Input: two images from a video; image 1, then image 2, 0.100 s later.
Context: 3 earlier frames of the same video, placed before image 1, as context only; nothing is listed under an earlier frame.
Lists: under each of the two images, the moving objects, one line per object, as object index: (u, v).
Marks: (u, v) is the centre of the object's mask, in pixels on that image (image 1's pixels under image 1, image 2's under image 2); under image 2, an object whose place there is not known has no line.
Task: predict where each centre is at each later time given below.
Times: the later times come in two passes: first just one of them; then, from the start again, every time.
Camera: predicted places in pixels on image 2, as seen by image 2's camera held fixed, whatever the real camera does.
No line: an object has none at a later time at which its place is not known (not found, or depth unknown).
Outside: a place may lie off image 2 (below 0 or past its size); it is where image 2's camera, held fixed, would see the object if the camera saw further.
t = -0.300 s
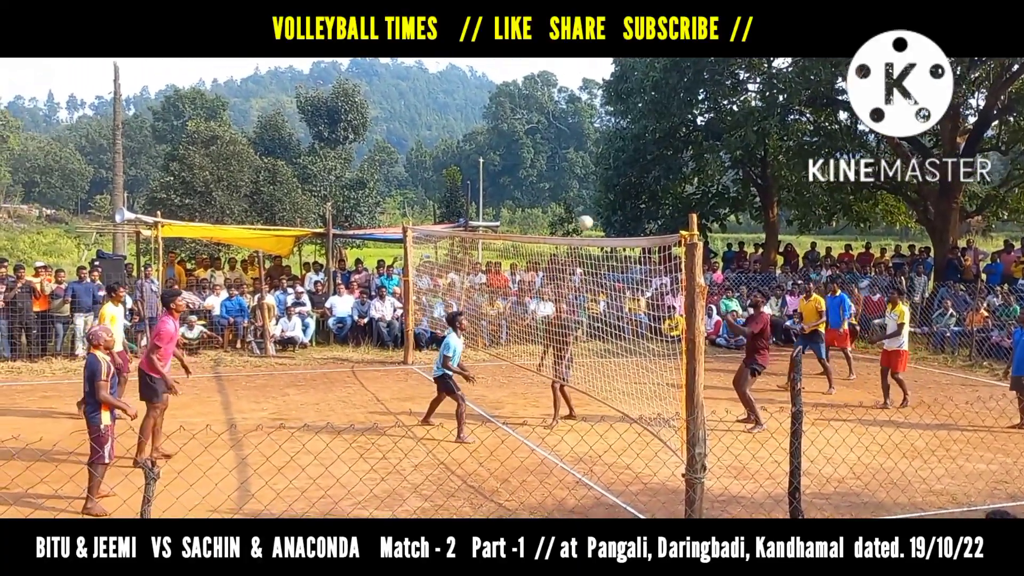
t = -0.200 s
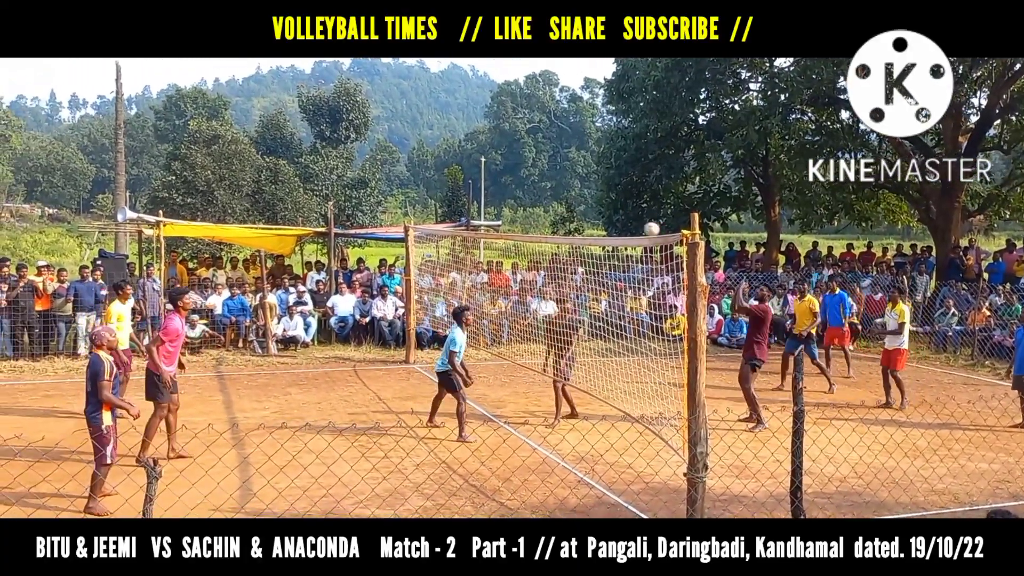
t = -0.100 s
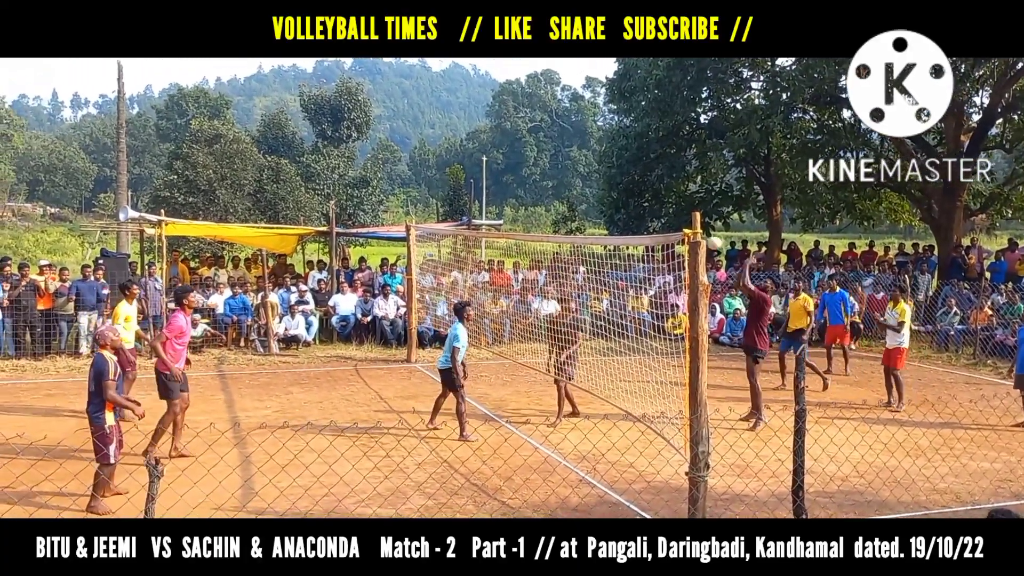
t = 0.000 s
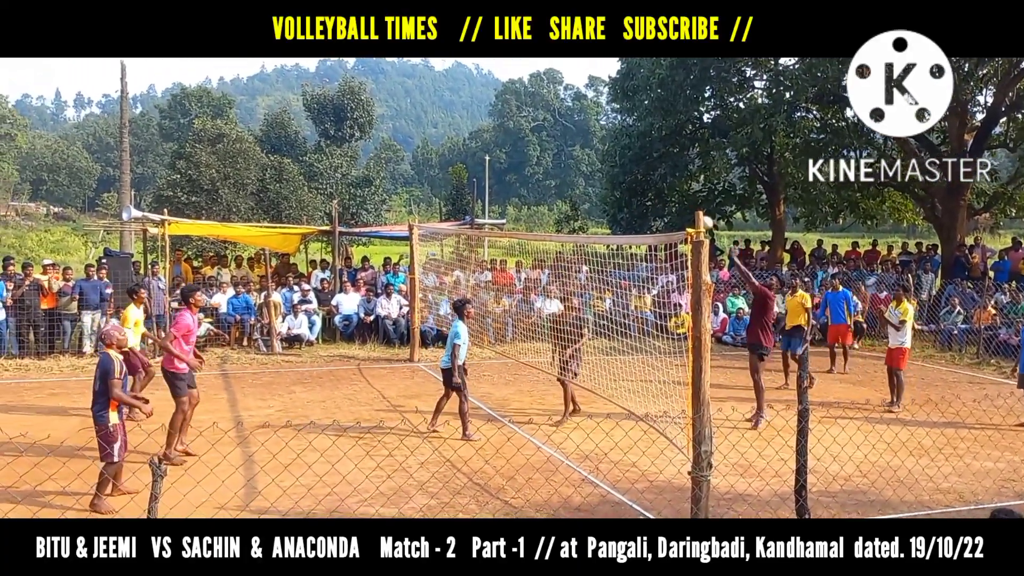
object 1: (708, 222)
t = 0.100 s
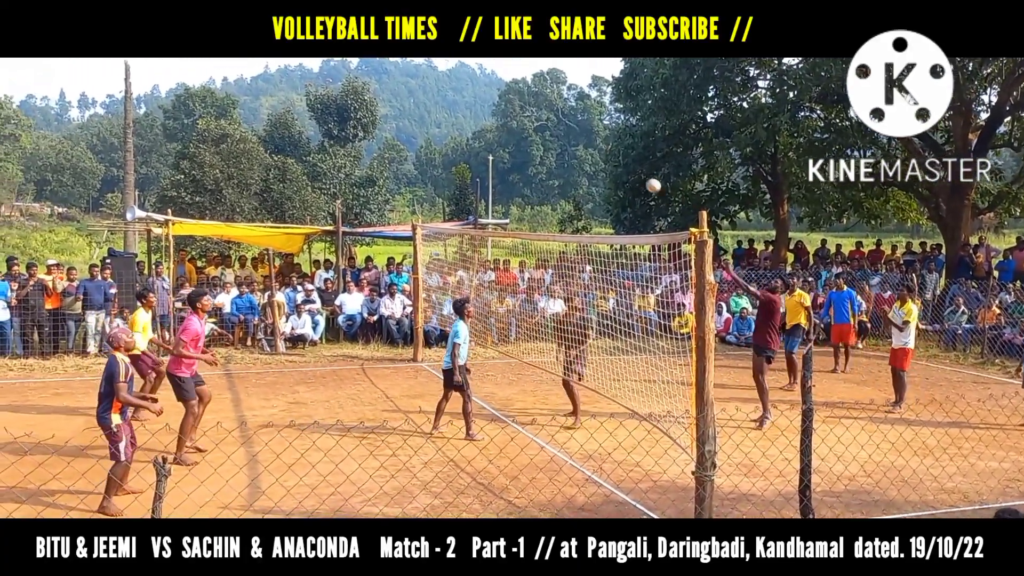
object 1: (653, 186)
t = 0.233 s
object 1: (578, 147)
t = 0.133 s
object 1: (634, 174)
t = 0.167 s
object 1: (615, 164)
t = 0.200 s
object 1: (597, 155)
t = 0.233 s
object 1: (578, 147)
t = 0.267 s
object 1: (559, 140)
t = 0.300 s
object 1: (541, 132)
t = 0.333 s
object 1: (522, 127)
